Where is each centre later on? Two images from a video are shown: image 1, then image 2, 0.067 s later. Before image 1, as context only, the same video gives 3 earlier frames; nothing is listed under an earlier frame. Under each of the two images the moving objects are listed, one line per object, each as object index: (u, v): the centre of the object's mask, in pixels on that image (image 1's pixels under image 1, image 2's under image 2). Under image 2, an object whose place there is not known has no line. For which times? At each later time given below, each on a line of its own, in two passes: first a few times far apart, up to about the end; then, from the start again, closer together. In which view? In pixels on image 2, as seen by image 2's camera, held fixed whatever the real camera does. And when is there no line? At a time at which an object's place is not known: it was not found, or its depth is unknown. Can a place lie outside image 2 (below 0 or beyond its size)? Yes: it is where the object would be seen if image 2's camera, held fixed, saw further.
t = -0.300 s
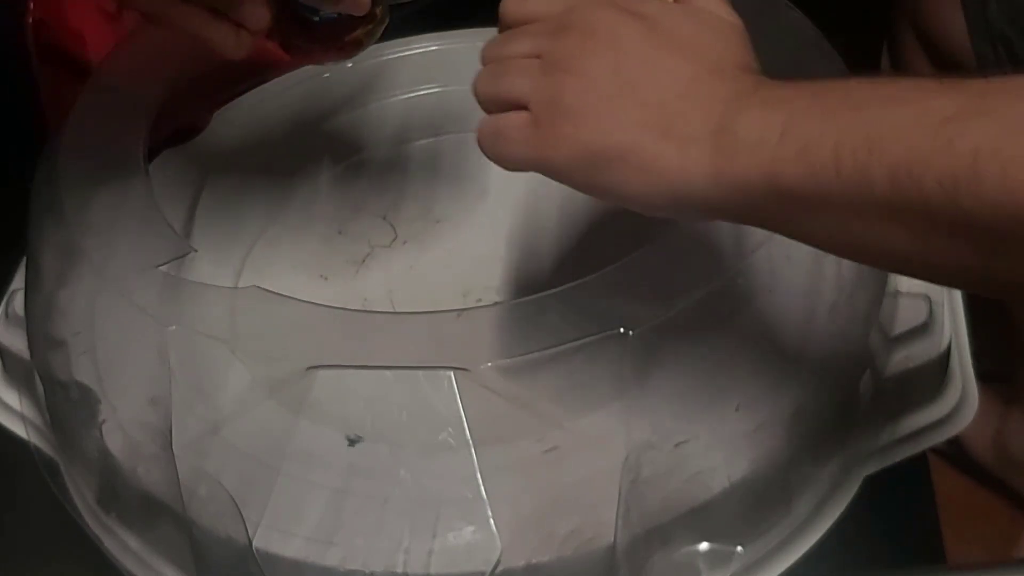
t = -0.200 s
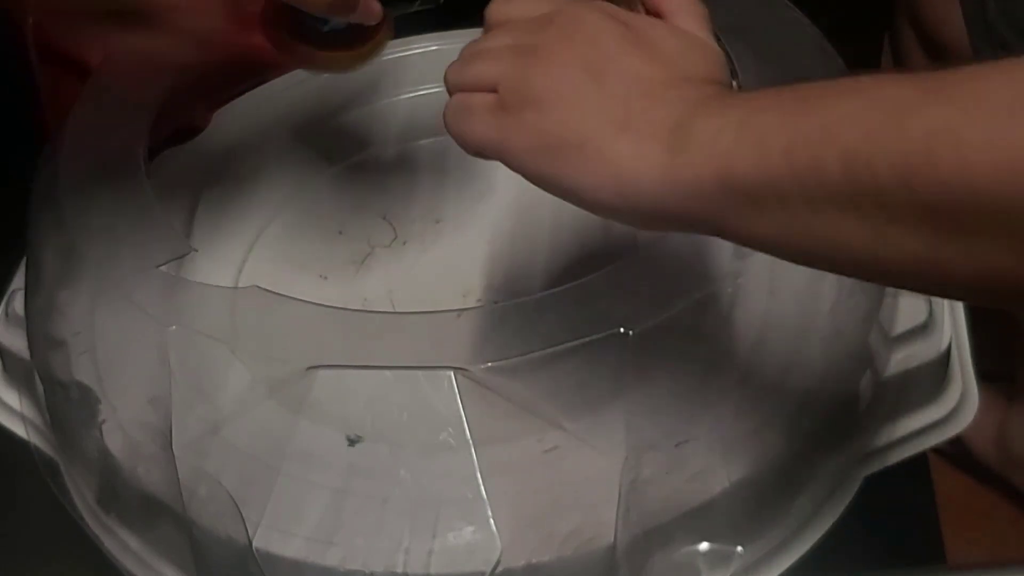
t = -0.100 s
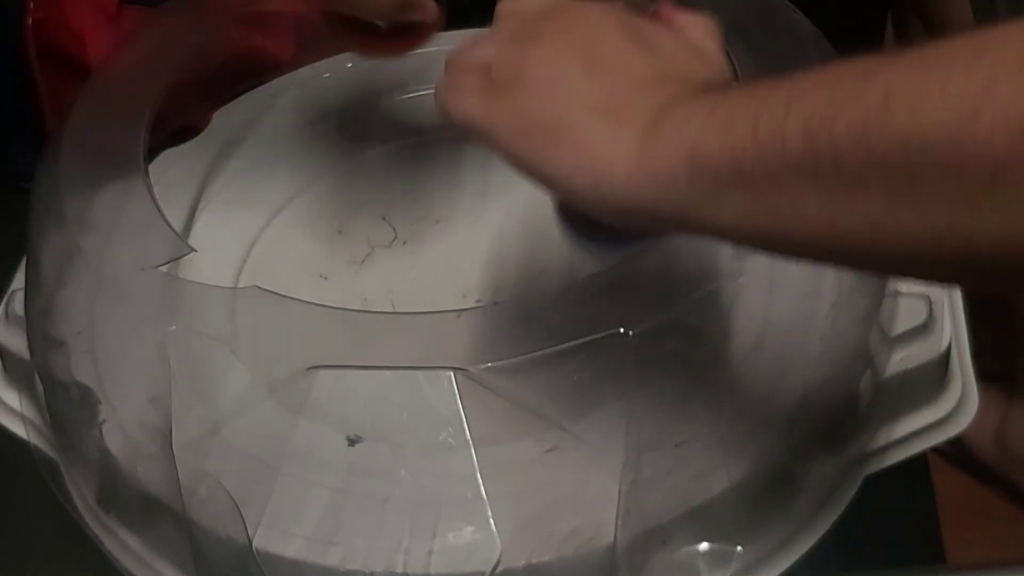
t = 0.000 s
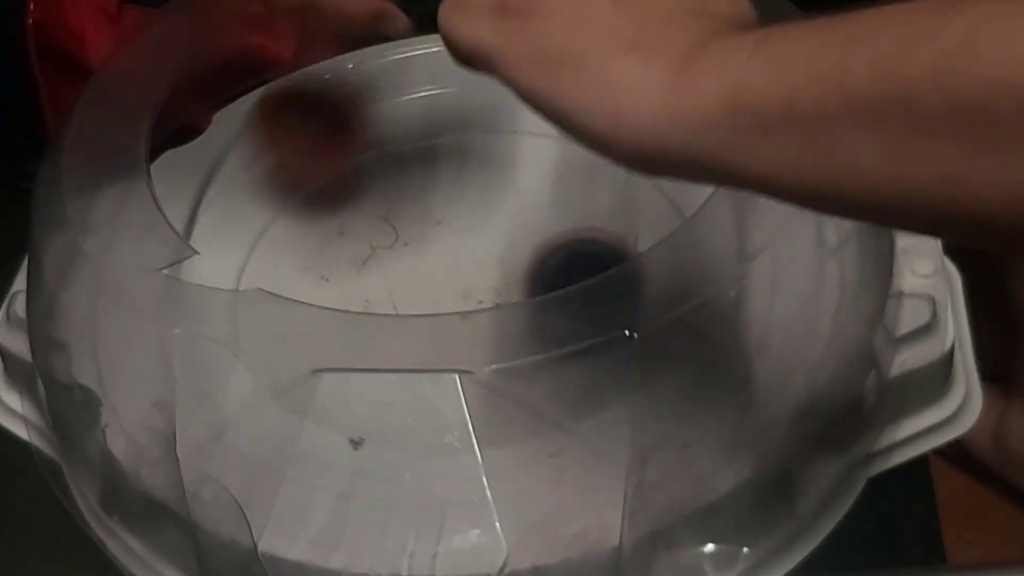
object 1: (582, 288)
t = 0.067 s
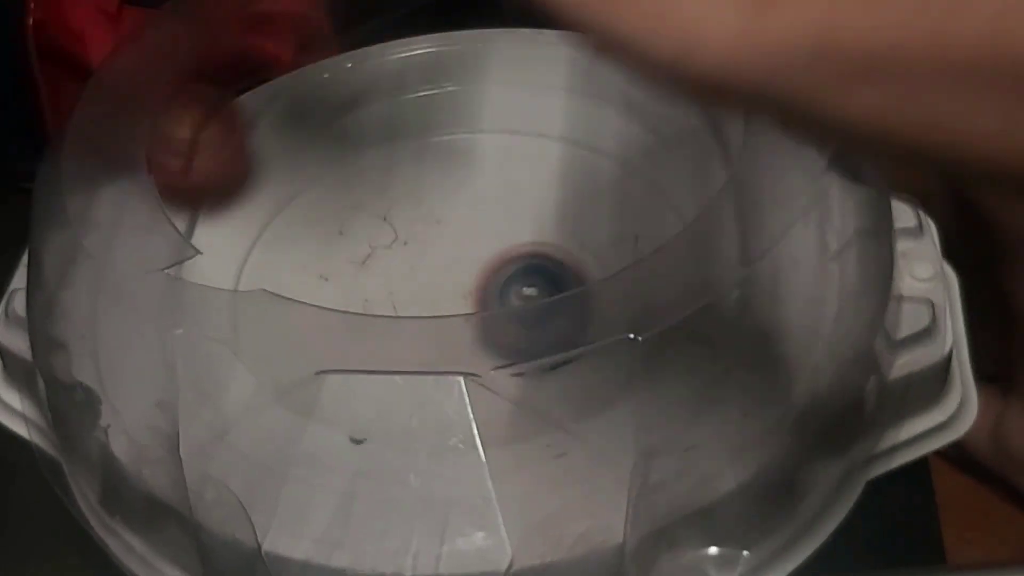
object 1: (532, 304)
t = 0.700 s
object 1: (701, 152)
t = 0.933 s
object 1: (593, 81)
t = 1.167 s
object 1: (382, 292)
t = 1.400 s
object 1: (488, 475)
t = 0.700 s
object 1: (701, 152)
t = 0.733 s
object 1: (711, 140)
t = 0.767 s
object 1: (718, 123)
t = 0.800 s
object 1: (717, 98)
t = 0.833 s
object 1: (696, 77)
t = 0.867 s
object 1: (670, 66)
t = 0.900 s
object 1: (632, 70)
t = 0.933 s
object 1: (593, 81)
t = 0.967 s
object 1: (560, 95)
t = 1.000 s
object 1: (532, 112)
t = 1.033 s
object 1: (505, 135)
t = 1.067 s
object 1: (474, 166)
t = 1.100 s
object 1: (438, 203)
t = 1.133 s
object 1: (406, 246)
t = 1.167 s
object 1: (382, 292)
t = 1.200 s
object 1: (369, 338)
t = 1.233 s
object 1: (361, 377)
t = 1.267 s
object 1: (365, 386)
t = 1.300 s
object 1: (394, 421)
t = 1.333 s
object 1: (404, 432)
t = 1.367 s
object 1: (432, 449)
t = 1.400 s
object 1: (488, 475)
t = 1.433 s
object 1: (510, 478)
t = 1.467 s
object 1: (560, 492)
